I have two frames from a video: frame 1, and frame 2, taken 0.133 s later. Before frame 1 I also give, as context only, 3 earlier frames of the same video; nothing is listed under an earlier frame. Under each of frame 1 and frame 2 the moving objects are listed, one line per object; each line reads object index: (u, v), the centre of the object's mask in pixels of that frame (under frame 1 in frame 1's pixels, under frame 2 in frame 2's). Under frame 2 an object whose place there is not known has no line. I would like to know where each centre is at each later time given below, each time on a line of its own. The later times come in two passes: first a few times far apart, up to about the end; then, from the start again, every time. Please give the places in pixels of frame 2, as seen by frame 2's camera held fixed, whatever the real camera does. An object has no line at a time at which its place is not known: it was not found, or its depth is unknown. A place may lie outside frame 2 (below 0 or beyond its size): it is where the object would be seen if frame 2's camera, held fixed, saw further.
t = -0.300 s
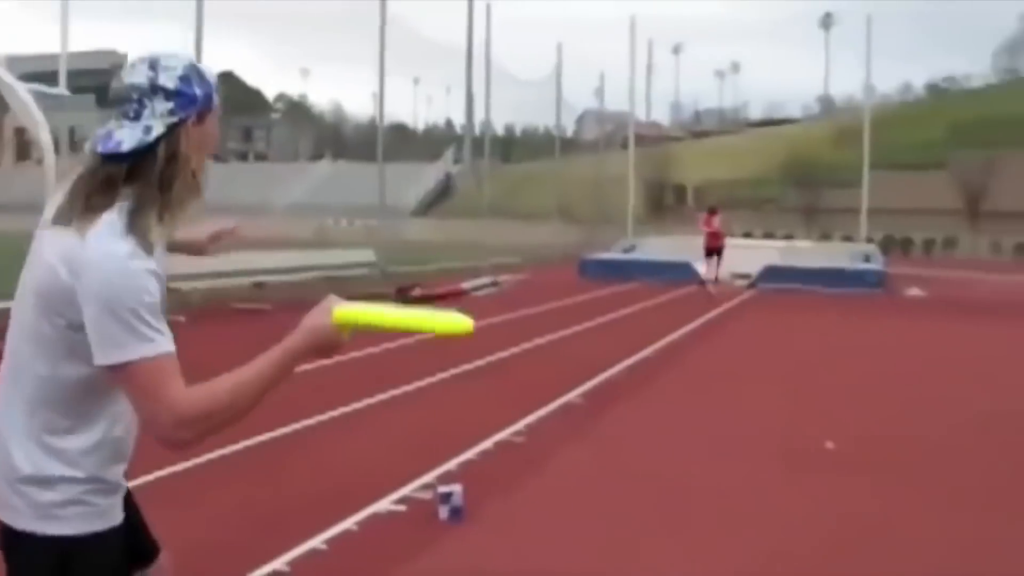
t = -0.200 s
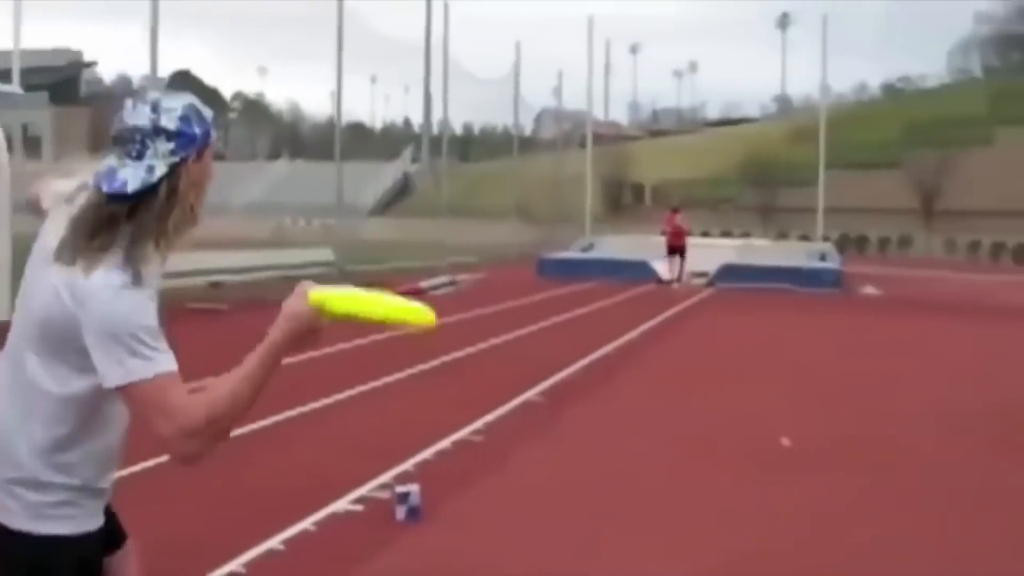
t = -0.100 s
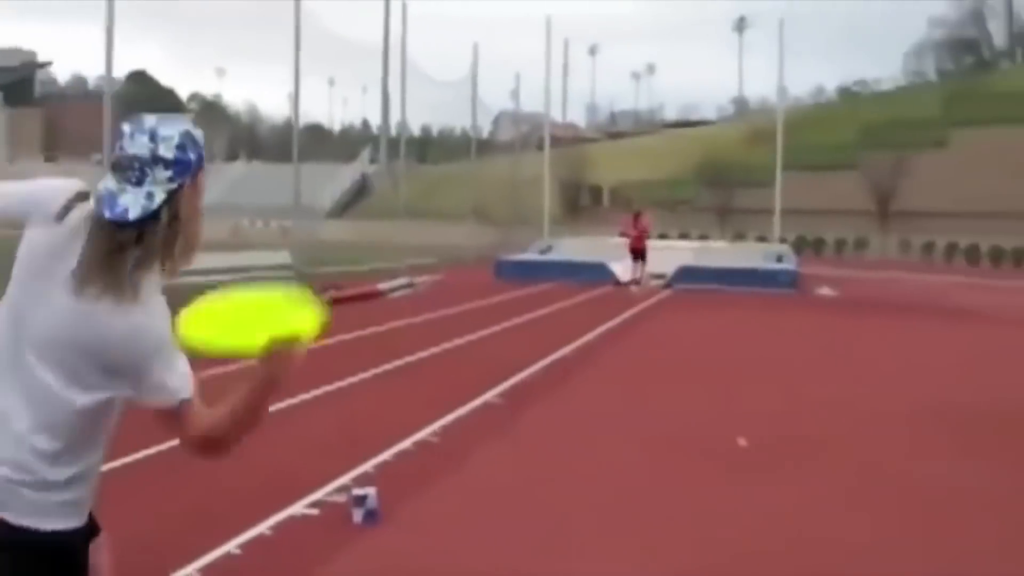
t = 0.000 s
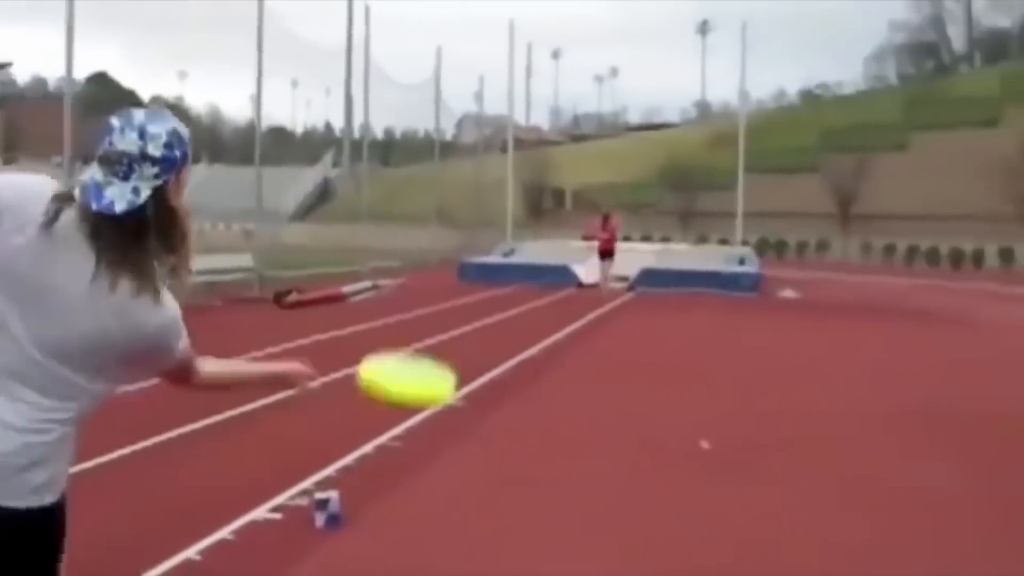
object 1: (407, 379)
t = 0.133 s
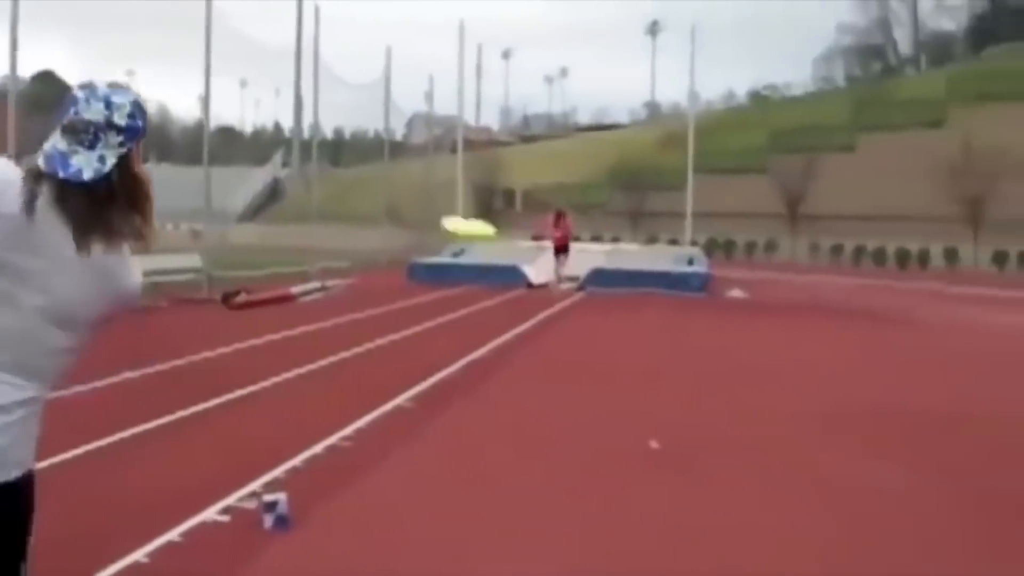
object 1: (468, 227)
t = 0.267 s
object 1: (510, 176)
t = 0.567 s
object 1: (552, 146)
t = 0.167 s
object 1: (482, 211)
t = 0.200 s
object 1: (494, 197)
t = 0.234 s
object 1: (502, 186)
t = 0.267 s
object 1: (510, 176)
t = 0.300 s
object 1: (517, 171)
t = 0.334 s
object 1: (523, 165)
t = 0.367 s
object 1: (528, 160)
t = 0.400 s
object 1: (534, 157)
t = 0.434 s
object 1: (538, 154)
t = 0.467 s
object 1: (543, 152)
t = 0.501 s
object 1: (546, 149)
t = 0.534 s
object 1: (550, 146)
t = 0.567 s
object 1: (552, 146)
